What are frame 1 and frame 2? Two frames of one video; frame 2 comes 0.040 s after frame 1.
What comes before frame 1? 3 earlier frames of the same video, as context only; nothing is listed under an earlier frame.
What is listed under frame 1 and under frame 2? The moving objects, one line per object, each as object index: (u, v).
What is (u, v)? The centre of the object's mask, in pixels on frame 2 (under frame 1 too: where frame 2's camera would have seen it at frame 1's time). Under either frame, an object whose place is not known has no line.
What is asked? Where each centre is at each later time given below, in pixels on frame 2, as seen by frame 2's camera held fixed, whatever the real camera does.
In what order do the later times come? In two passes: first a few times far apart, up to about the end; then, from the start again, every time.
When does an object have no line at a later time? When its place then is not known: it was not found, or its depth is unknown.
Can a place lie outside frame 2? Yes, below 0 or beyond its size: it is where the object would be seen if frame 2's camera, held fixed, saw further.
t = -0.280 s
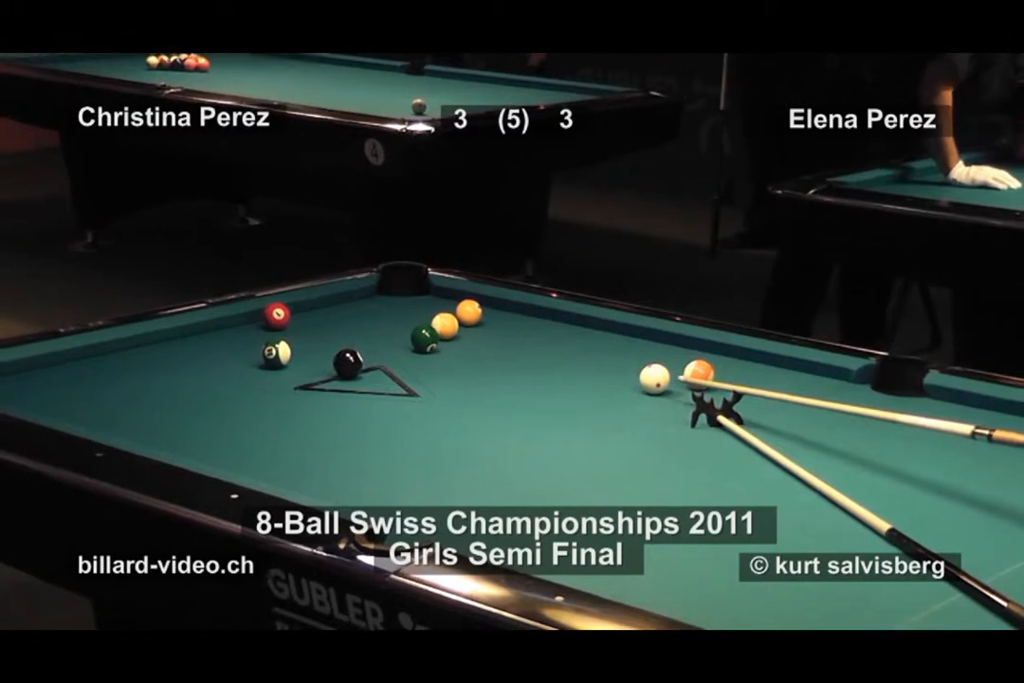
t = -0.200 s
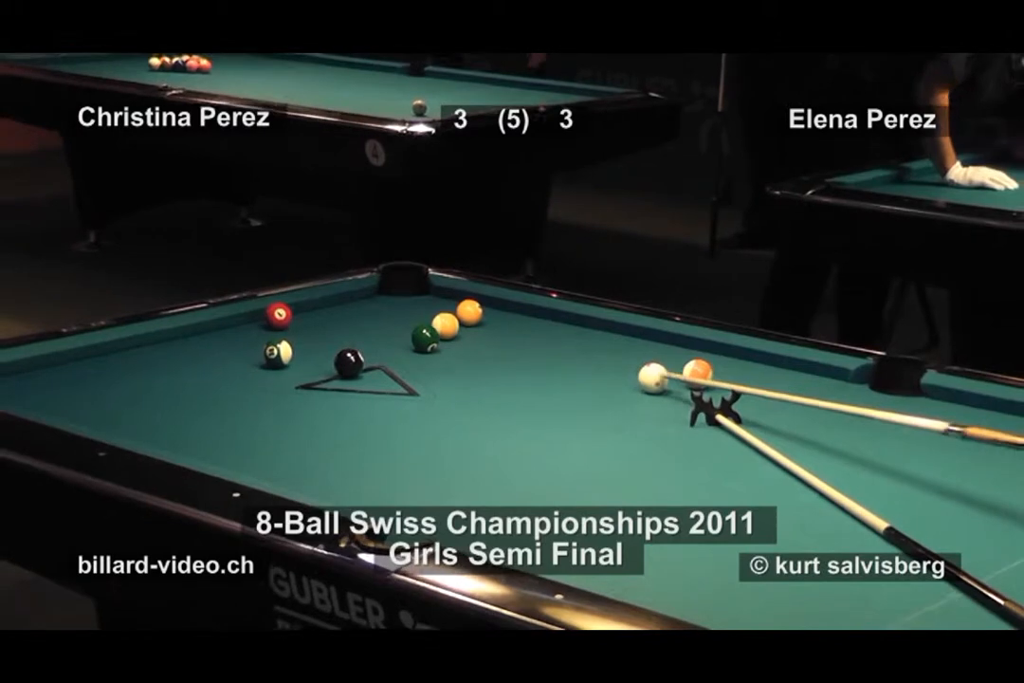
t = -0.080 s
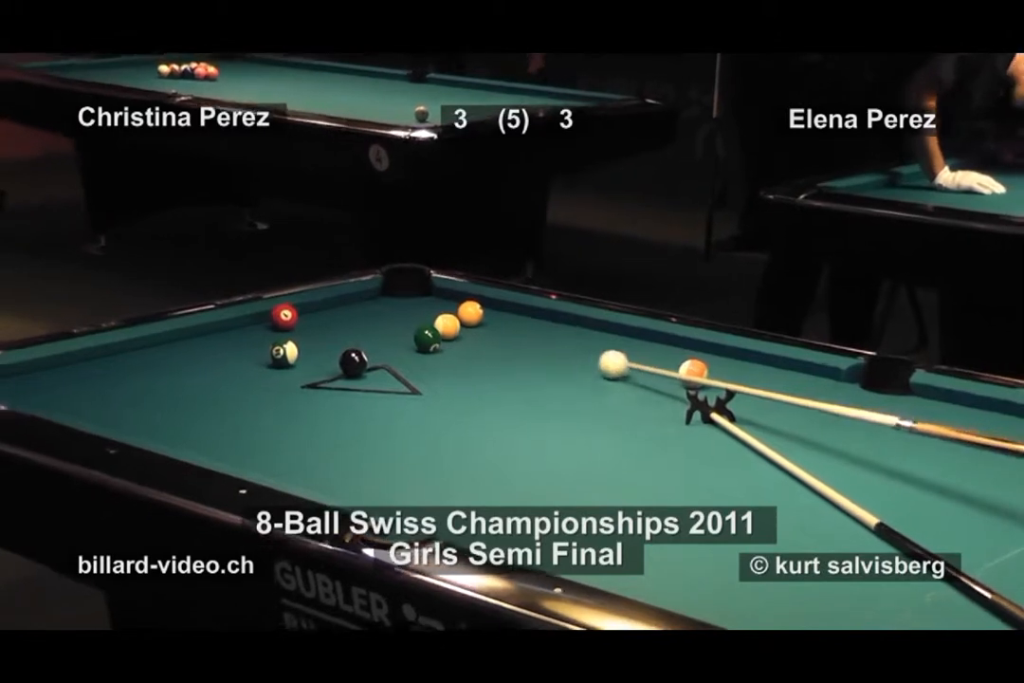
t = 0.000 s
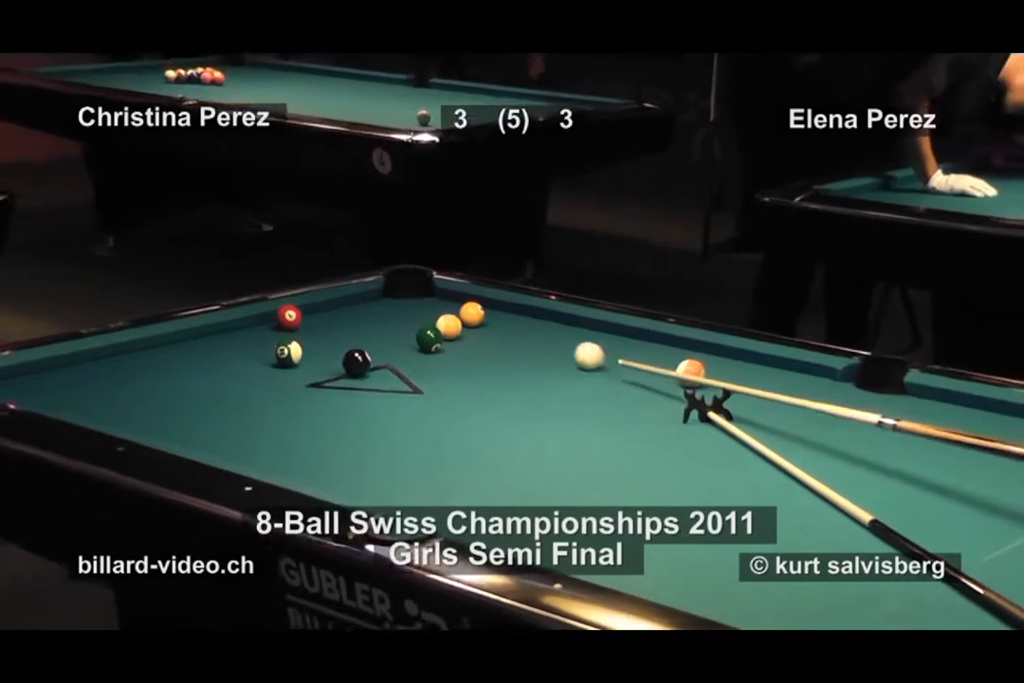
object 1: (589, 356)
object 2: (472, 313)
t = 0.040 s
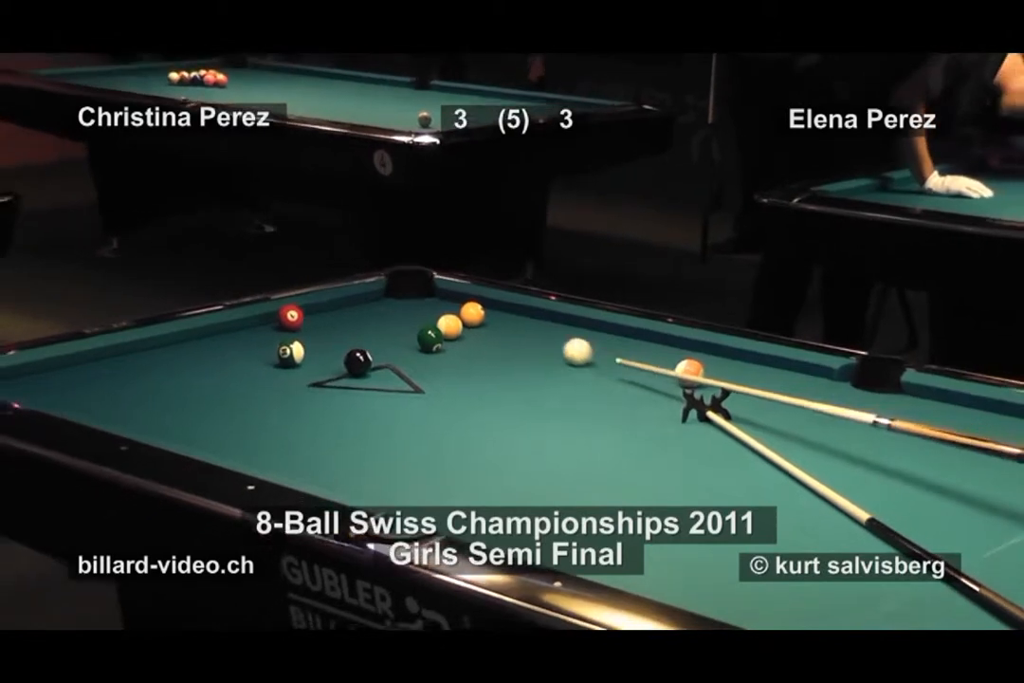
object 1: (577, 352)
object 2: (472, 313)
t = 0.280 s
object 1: (514, 329)
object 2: (472, 313)
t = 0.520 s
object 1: (480, 317)
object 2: (451, 303)
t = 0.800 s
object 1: (466, 311)
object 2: (415, 291)
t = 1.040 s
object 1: (454, 307)
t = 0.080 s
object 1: (566, 348)
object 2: (472, 313)
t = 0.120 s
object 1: (556, 344)
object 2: (472, 313)
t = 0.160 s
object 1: (546, 340)
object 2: (472, 313)
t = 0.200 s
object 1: (535, 336)
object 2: (472, 313)
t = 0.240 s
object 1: (524, 333)
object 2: (472, 313)
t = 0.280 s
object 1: (514, 329)
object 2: (472, 313)
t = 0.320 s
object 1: (504, 325)
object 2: (472, 312)
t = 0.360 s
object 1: (495, 322)
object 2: (471, 312)
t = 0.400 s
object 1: (486, 319)
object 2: (469, 311)
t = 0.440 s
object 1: (484, 319)
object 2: (464, 308)
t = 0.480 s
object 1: (483, 318)
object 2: (458, 306)
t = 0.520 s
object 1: (480, 317)
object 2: (451, 303)
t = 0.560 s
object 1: (478, 317)
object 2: (445, 302)
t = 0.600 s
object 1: (476, 316)
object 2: (440, 300)
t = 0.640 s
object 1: (474, 315)
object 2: (435, 298)
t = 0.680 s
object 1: (472, 314)
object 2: (430, 296)
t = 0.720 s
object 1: (470, 313)
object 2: (425, 294)
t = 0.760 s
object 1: (468, 312)
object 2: (420, 292)
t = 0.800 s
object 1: (466, 311)
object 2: (415, 291)
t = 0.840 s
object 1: (464, 311)
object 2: (410, 289)
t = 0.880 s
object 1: (462, 310)
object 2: (405, 287)
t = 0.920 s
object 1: (460, 309)
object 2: (401, 285)
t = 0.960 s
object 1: (459, 308)
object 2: (399, 285)
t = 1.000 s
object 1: (456, 307)
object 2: (402, 289)
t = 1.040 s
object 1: (454, 307)
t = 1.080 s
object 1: (452, 306)
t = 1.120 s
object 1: (450, 305)
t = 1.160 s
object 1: (448, 305)
